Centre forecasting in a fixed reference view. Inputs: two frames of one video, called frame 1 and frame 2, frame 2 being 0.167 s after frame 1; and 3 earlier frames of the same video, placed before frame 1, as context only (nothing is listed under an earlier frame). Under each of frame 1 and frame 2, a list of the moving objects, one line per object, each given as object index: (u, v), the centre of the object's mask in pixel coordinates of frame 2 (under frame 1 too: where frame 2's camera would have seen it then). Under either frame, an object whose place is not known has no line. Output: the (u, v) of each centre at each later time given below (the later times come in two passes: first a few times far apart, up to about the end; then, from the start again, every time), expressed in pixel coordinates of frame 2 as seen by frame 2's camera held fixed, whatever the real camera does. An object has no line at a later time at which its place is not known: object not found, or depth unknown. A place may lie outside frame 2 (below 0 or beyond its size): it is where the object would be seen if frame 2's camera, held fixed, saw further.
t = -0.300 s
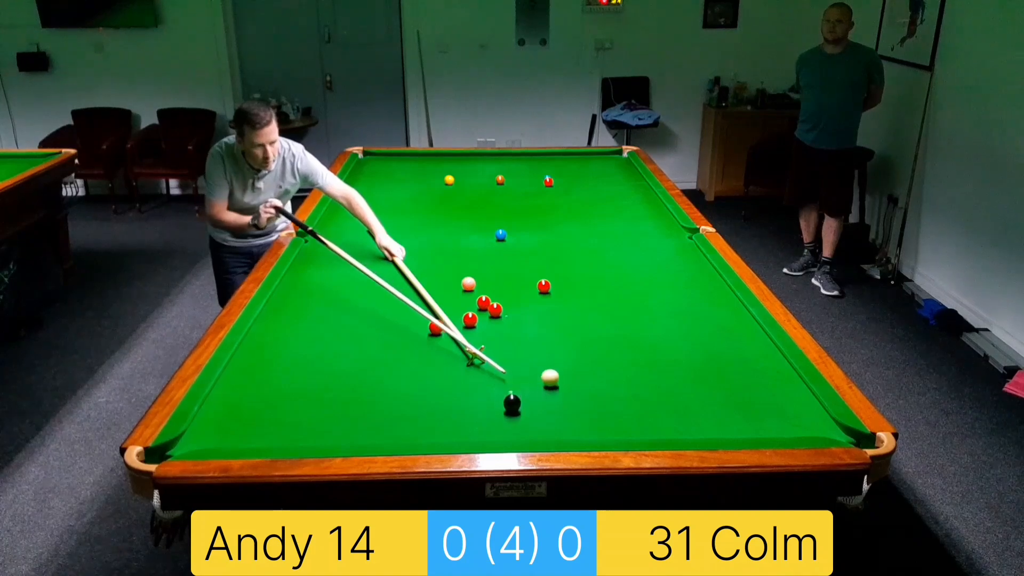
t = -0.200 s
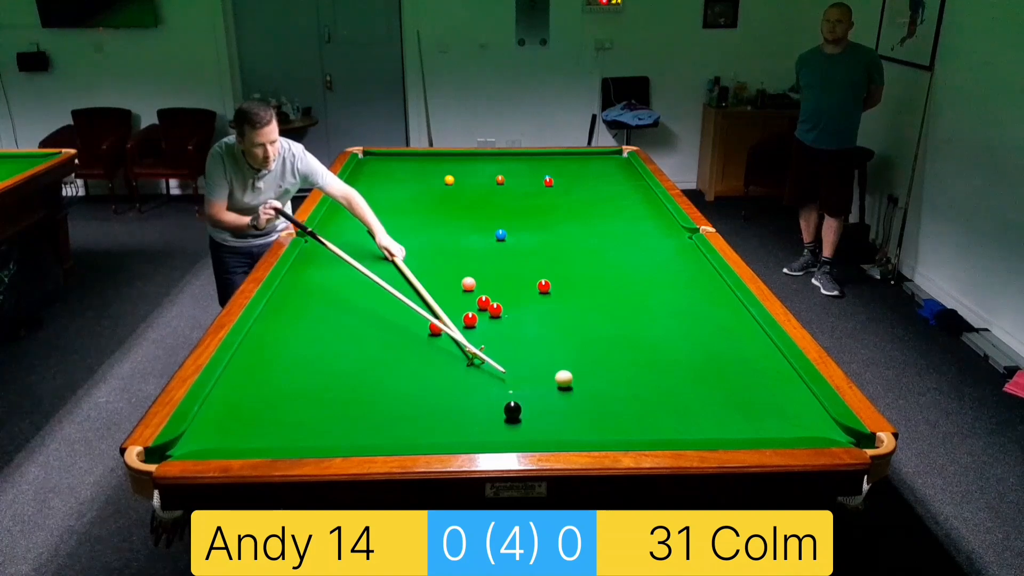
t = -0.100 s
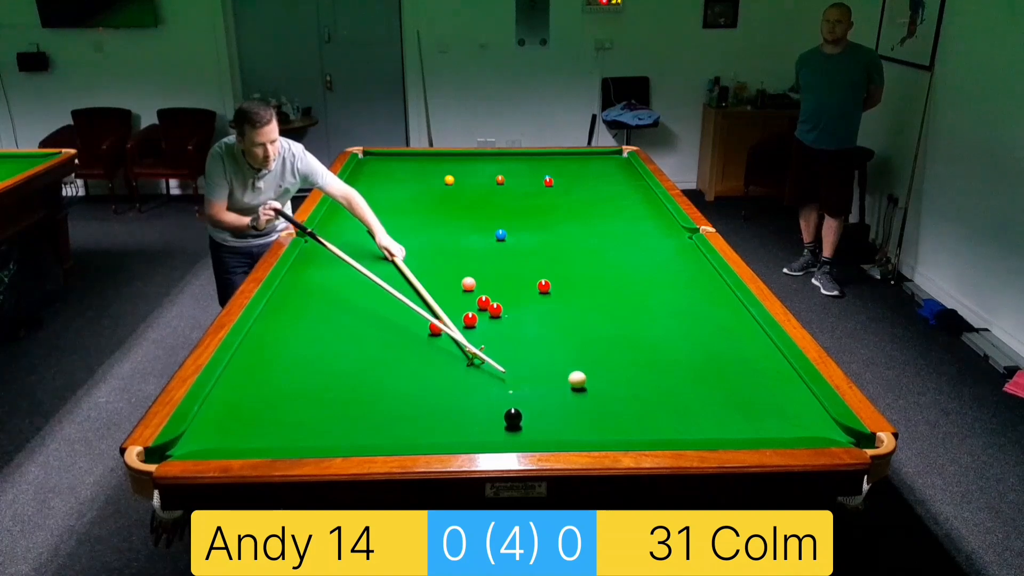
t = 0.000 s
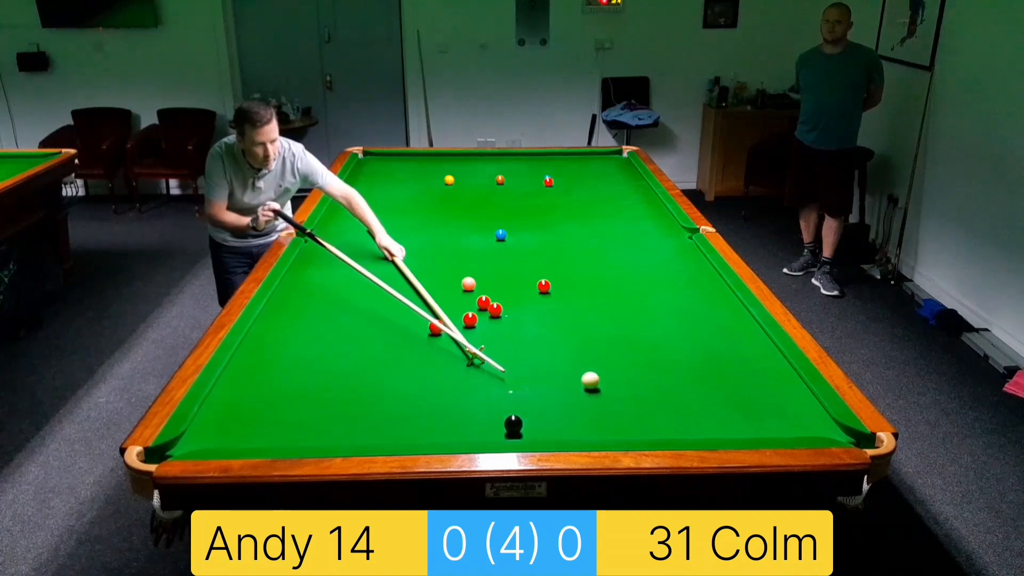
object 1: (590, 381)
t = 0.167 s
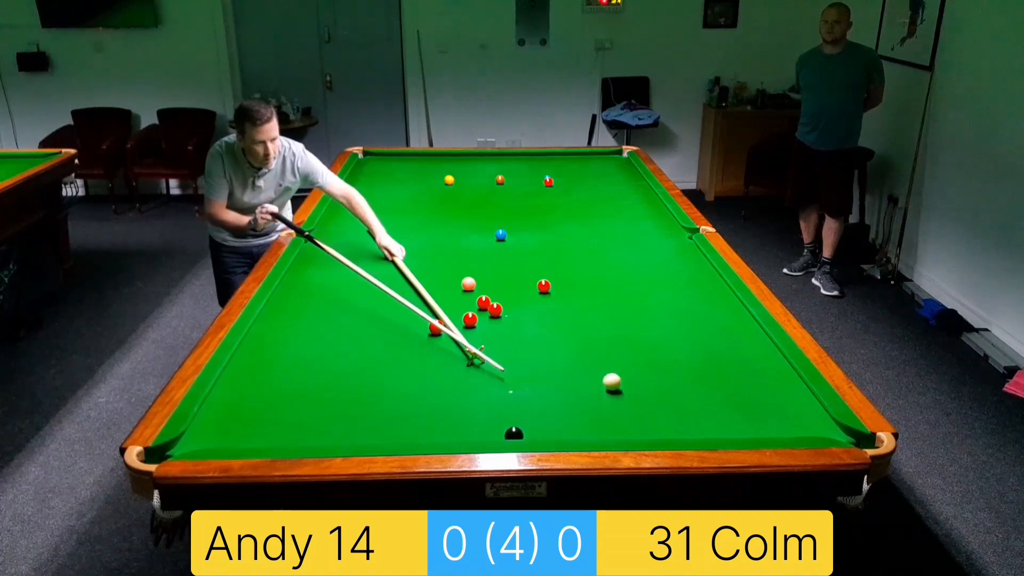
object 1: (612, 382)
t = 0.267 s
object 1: (625, 383)
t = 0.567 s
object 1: (661, 385)
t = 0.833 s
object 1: (691, 387)
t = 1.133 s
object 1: (722, 389)
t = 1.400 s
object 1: (748, 391)
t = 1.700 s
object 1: (774, 392)
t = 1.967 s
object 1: (794, 393)
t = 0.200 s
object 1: (616, 382)
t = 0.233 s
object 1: (620, 382)
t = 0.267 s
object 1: (625, 383)
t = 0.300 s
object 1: (629, 383)
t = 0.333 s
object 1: (633, 383)
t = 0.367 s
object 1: (637, 384)
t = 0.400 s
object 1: (641, 384)
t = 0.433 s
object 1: (645, 384)
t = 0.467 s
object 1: (649, 385)
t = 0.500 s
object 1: (653, 385)
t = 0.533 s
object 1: (657, 385)
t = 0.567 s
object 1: (661, 385)
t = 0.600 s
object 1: (664, 385)
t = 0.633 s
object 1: (668, 386)
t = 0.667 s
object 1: (672, 386)
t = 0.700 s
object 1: (676, 386)
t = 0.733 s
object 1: (680, 386)
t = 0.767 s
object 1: (683, 387)
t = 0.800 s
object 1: (687, 387)
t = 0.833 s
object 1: (691, 387)
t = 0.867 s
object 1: (694, 387)
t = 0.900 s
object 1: (698, 388)
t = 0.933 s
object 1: (702, 388)
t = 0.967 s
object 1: (705, 388)
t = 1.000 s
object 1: (709, 388)
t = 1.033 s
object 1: (712, 389)
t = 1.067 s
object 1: (715, 389)
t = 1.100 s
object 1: (719, 389)
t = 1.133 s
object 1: (722, 389)
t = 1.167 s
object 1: (726, 389)
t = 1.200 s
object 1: (729, 390)
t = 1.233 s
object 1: (732, 390)
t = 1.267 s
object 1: (736, 390)
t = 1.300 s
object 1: (739, 390)
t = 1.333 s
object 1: (742, 390)
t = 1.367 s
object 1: (745, 390)
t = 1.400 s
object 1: (748, 391)
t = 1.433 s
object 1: (751, 391)
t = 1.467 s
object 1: (754, 391)
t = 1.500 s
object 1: (757, 391)
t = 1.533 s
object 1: (760, 391)
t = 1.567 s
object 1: (763, 392)
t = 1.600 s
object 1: (766, 392)
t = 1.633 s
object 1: (769, 392)
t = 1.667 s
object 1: (771, 392)
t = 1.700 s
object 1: (774, 392)
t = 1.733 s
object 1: (777, 393)
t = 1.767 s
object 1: (779, 393)
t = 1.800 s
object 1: (782, 393)
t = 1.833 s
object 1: (785, 393)
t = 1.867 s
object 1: (787, 393)
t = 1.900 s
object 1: (790, 393)
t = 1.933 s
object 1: (792, 393)
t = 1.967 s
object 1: (794, 393)
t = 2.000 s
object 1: (797, 394)
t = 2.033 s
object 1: (799, 394)
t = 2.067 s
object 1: (801, 394)
